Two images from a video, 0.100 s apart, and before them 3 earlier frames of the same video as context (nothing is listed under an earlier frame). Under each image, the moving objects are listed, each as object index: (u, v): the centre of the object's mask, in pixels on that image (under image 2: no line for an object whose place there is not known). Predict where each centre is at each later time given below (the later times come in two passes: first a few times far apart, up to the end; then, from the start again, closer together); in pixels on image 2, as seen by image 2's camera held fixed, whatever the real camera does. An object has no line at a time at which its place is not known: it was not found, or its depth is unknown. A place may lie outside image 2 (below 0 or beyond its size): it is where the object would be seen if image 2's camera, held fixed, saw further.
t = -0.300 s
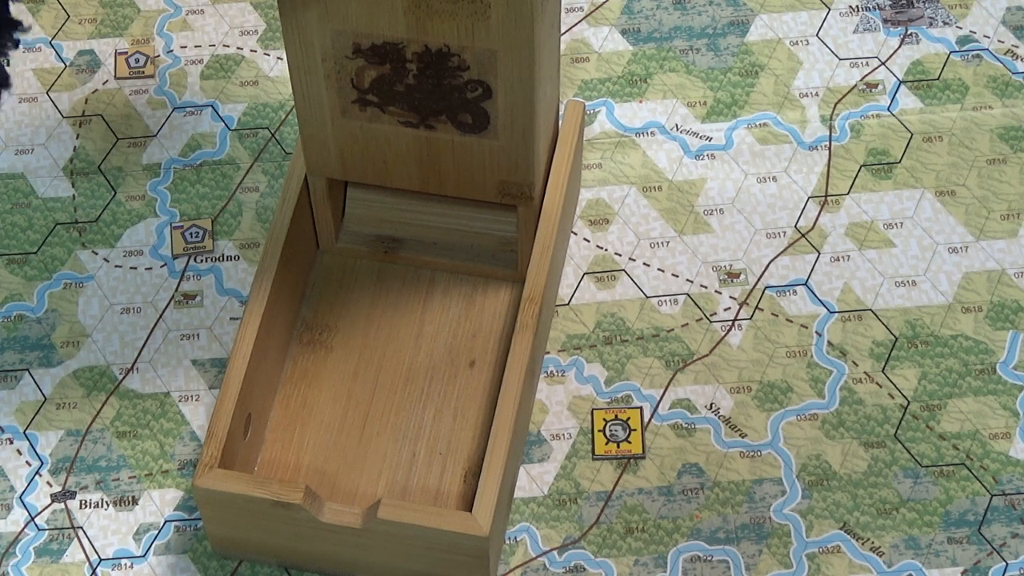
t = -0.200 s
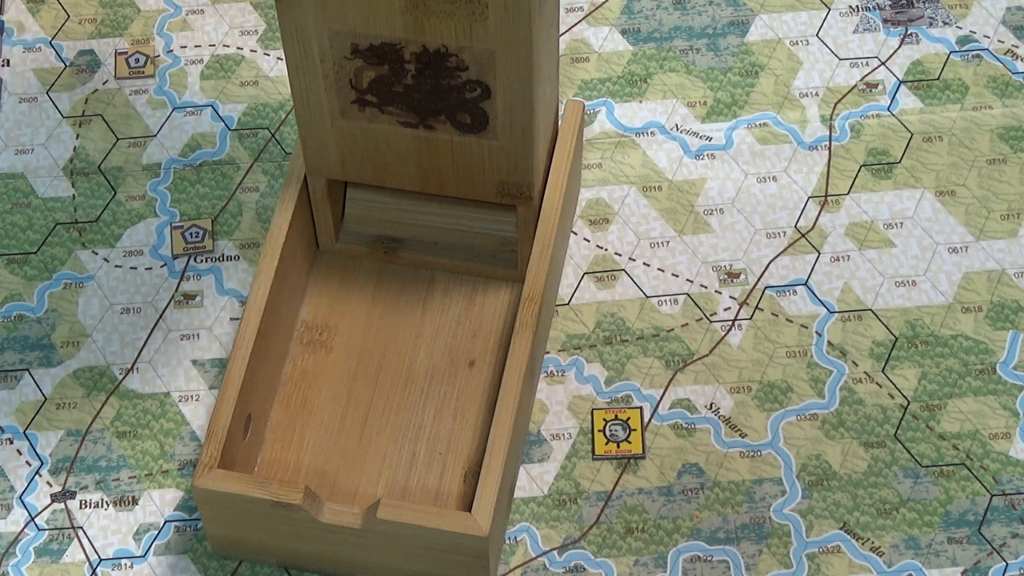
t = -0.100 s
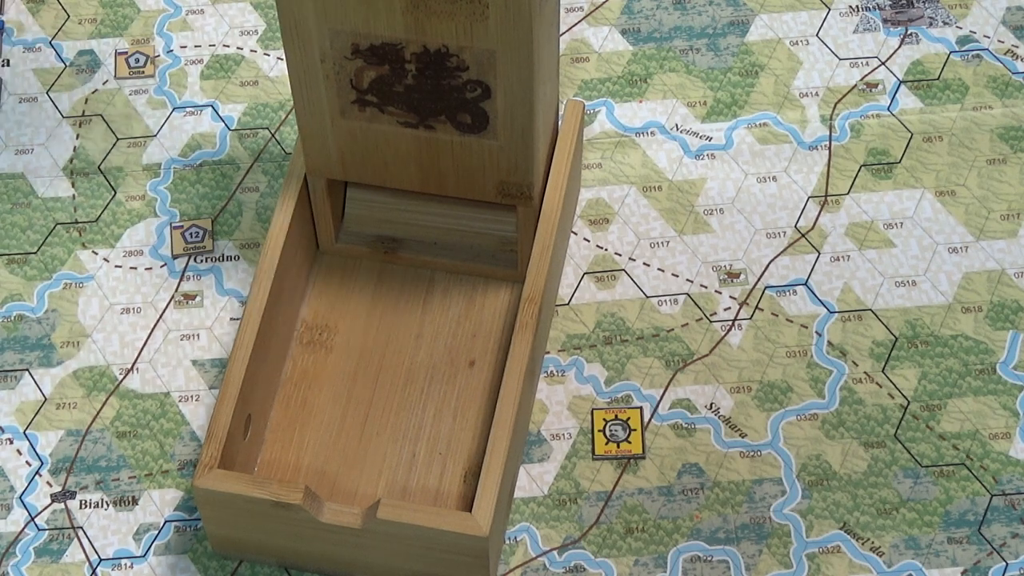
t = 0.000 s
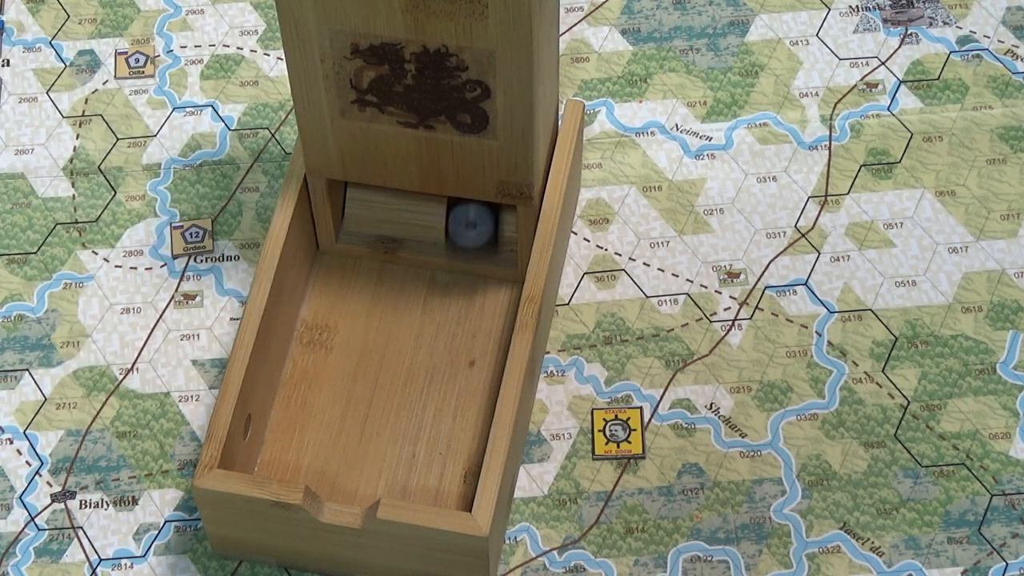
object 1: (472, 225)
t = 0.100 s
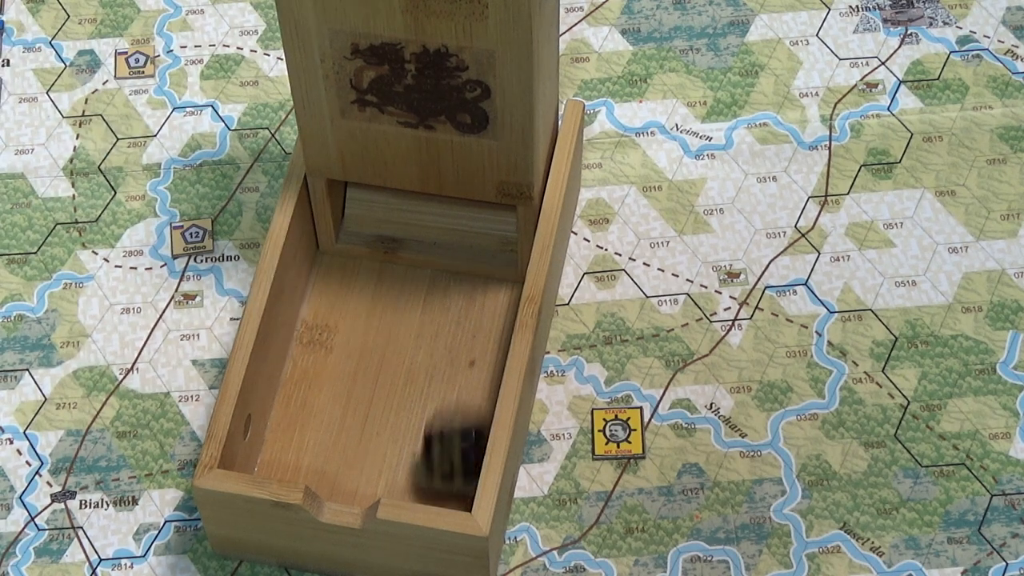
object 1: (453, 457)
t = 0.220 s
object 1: (460, 404)
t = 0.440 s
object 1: (440, 280)
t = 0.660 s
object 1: (444, 281)
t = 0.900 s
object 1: (443, 279)
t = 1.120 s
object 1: (443, 280)
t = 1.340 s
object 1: (443, 279)
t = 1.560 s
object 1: (443, 279)
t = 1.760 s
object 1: (443, 280)
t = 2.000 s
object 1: (443, 280)
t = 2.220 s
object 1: (443, 280)
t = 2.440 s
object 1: (443, 280)
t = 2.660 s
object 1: (442, 282)
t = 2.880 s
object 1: (442, 282)
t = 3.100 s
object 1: (442, 282)
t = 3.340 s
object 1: (442, 281)
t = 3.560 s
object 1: (442, 281)
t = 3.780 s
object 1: (442, 281)
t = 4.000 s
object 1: (443, 281)
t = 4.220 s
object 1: (443, 280)
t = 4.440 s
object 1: (442, 280)
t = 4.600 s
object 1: (442, 279)
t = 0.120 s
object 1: (447, 484)
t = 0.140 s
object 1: (450, 486)
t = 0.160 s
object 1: (455, 473)
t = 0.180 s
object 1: (457, 448)
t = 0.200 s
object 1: (457, 426)
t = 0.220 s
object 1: (460, 404)
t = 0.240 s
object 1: (462, 388)
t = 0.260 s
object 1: (465, 377)
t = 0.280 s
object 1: (465, 366)
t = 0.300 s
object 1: (463, 348)
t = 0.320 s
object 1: (461, 329)
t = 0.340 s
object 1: (454, 314)
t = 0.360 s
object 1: (447, 303)
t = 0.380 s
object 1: (443, 292)
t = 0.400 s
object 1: (442, 280)
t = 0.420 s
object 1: (441, 275)
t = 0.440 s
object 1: (440, 280)
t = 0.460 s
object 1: (441, 281)
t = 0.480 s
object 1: (443, 281)
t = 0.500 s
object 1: (445, 285)
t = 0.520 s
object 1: (446, 283)
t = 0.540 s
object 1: (446, 283)
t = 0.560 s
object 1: (444, 284)
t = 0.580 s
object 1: (441, 283)
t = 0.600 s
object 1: (441, 280)
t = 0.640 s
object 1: (442, 282)
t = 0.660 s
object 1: (444, 281)
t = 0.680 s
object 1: (445, 281)
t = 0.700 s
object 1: (445, 281)
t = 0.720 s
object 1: (443, 280)
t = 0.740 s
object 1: (441, 279)
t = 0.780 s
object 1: (442, 280)
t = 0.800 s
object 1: (444, 280)
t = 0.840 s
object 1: (443, 280)
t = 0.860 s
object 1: (442, 279)
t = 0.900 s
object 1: (443, 279)
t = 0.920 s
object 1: (444, 280)
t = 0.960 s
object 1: (442, 279)
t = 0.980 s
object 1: (442, 279)
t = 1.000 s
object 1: (443, 280)
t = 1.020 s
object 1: (443, 280)
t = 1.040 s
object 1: (443, 280)
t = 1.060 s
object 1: (442, 279)
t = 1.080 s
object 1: (443, 280)
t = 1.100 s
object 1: (443, 280)
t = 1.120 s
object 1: (443, 280)
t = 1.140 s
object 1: (442, 280)
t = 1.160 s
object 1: (443, 280)
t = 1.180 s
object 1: (443, 280)
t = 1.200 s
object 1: (443, 280)
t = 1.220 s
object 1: (442, 280)
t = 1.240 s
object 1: (443, 280)
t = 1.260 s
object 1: (443, 280)
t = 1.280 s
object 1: (442, 280)
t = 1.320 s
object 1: (443, 279)
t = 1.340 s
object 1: (443, 279)
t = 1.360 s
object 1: (442, 279)
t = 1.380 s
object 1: (443, 279)
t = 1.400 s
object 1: (442, 279)
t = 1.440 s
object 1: (443, 279)
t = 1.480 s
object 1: (443, 279)
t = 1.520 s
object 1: (443, 279)
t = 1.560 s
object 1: (443, 279)
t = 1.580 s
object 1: (443, 279)
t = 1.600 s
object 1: (443, 279)
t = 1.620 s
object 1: (443, 279)
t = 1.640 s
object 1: (443, 280)
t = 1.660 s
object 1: (443, 280)
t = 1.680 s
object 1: (443, 280)
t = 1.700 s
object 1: (443, 280)
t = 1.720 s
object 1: (443, 280)
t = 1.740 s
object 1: (443, 280)
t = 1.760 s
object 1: (443, 280)
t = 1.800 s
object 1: (443, 280)
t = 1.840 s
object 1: (443, 280)
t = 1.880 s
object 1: (443, 280)
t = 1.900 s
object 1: (443, 280)
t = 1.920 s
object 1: (443, 280)
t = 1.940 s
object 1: (443, 280)
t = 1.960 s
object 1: (443, 280)
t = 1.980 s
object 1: (443, 280)
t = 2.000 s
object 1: (443, 280)
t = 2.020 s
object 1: (443, 280)
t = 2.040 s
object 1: (443, 280)
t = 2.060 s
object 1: (443, 279)
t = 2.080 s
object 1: (443, 280)
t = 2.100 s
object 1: (443, 280)
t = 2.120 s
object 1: (443, 280)
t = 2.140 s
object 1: (443, 279)
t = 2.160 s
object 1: (443, 280)
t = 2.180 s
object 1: (443, 279)
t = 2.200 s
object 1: (443, 279)
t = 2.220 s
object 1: (443, 280)
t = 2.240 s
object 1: (443, 280)
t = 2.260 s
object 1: (443, 280)
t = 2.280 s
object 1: (443, 280)
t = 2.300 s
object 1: (442, 282)
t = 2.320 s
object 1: (443, 280)
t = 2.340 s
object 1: (443, 280)
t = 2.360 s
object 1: (443, 280)
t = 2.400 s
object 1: (443, 280)
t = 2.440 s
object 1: (443, 280)
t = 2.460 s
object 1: (443, 280)
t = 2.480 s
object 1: (443, 280)
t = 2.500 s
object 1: (443, 280)
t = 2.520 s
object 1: (443, 280)
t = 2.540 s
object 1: (442, 282)
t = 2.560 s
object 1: (443, 280)
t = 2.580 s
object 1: (443, 280)
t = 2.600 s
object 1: (443, 280)
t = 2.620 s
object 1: (442, 282)
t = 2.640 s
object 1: (442, 282)
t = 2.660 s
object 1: (442, 282)
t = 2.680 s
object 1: (442, 282)
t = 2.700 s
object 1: (442, 282)
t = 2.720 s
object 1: (442, 282)
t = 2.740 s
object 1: (442, 282)
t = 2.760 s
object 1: (442, 282)
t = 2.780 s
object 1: (442, 282)
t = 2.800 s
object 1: (442, 282)
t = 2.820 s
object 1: (442, 282)
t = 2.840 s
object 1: (442, 282)
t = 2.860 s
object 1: (442, 282)
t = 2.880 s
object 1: (442, 282)
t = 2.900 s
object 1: (442, 282)
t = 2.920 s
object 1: (442, 282)
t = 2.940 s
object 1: (442, 282)
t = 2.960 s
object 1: (442, 282)
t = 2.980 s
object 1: (442, 282)
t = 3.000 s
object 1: (442, 281)
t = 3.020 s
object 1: (442, 282)
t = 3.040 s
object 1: (442, 282)
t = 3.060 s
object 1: (442, 282)
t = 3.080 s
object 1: (442, 282)
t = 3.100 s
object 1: (442, 282)
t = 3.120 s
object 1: (442, 282)
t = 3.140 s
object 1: (442, 282)
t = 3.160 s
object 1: (442, 282)
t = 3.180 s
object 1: (442, 282)
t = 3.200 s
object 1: (442, 282)
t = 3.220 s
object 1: (442, 282)
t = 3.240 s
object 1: (442, 282)
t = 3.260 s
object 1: (442, 282)
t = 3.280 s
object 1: (442, 282)
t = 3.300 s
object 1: (442, 281)
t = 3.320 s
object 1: (442, 281)
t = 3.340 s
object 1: (442, 281)
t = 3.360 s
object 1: (442, 282)
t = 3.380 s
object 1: (442, 281)
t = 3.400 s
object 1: (442, 281)
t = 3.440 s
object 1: (442, 281)
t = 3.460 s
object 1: (442, 281)
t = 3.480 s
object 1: (442, 281)
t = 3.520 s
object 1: (442, 281)
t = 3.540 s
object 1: (442, 281)
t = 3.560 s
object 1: (442, 281)
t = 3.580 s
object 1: (442, 281)
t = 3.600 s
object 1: (442, 281)
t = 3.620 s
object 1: (442, 281)
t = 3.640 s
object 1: (442, 281)
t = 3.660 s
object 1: (442, 281)
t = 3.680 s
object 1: (442, 281)
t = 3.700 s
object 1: (442, 281)
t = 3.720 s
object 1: (442, 281)
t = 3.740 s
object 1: (442, 281)
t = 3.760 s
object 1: (443, 281)
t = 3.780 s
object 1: (442, 281)
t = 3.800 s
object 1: (443, 281)
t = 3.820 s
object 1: (443, 281)
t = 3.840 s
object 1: (443, 281)
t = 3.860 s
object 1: (443, 281)
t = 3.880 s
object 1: (442, 281)
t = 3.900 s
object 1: (442, 281)
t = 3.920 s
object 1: (443, 281)
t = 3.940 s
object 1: (443, 281)
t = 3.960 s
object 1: (443, 281)
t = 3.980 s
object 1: (442, 281)
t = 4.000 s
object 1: (443, 281)
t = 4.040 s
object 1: (442, 281)
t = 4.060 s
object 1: (443, 281)
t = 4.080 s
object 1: (442, 281)
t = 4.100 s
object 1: (443, 280)
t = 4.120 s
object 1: (443, 280)
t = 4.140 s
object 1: (443, 280)
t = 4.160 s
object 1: (443, 280)
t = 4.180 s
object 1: (443, 280)
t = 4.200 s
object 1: (443, 280)
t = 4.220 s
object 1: (443, 280)
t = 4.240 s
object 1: (442, 280)
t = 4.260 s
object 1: (442, 280)
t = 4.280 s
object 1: (442, 280)
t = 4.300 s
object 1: (442, 280)
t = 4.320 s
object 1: (442, 280)
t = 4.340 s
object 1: (442, 280)
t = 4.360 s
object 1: (442, 280)
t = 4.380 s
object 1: (443, 280)
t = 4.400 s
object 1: (443, 280)
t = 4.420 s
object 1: (442, 280)
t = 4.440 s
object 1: (442, 280)
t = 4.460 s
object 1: (442, 280)
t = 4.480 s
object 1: (442, 280)
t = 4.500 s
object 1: (442, 280)
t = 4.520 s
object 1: (442, 279)
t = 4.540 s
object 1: (442, 279)
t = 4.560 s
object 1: (442, 279)
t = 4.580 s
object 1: (442, 279)
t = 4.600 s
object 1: (442, 279)
